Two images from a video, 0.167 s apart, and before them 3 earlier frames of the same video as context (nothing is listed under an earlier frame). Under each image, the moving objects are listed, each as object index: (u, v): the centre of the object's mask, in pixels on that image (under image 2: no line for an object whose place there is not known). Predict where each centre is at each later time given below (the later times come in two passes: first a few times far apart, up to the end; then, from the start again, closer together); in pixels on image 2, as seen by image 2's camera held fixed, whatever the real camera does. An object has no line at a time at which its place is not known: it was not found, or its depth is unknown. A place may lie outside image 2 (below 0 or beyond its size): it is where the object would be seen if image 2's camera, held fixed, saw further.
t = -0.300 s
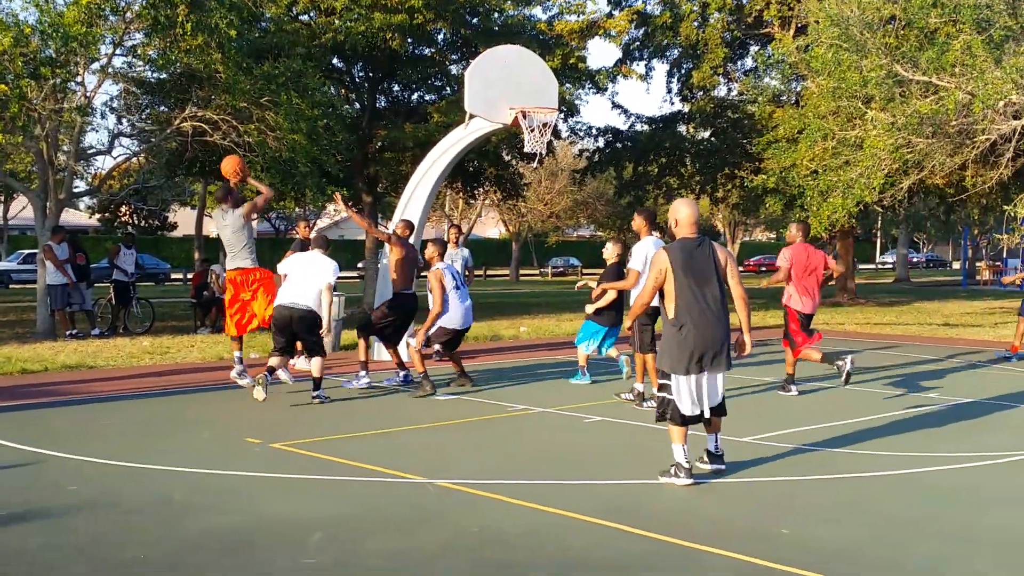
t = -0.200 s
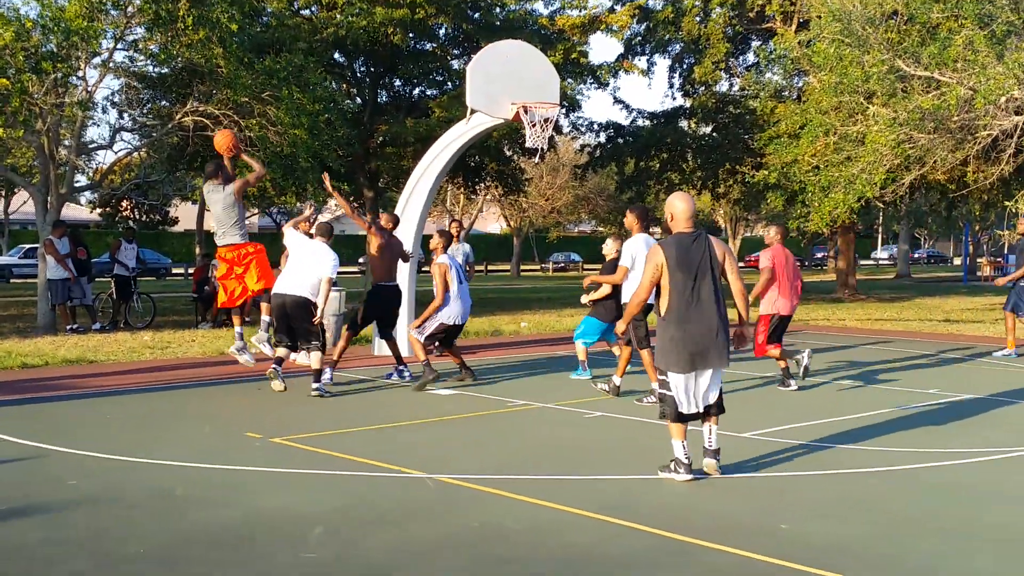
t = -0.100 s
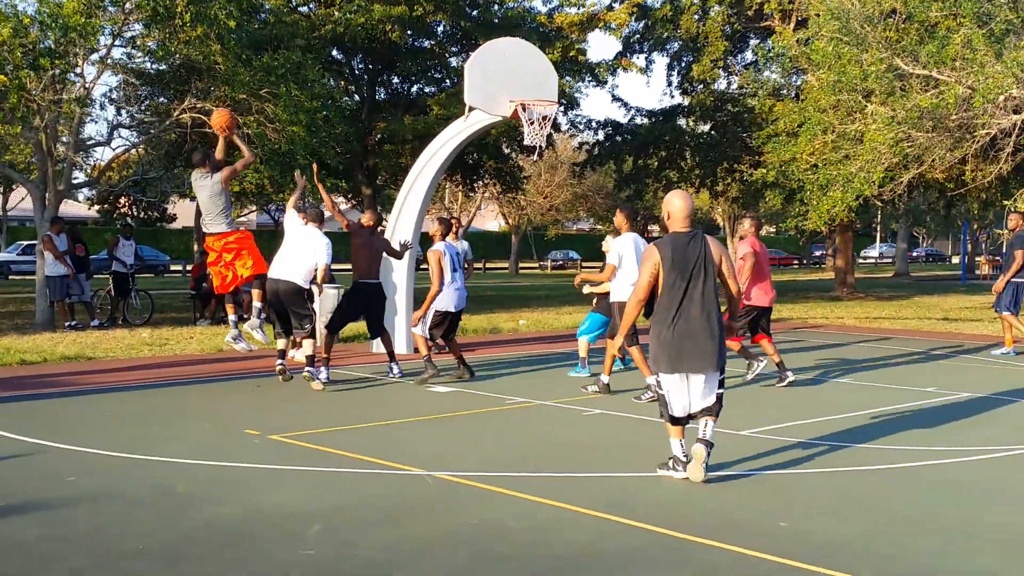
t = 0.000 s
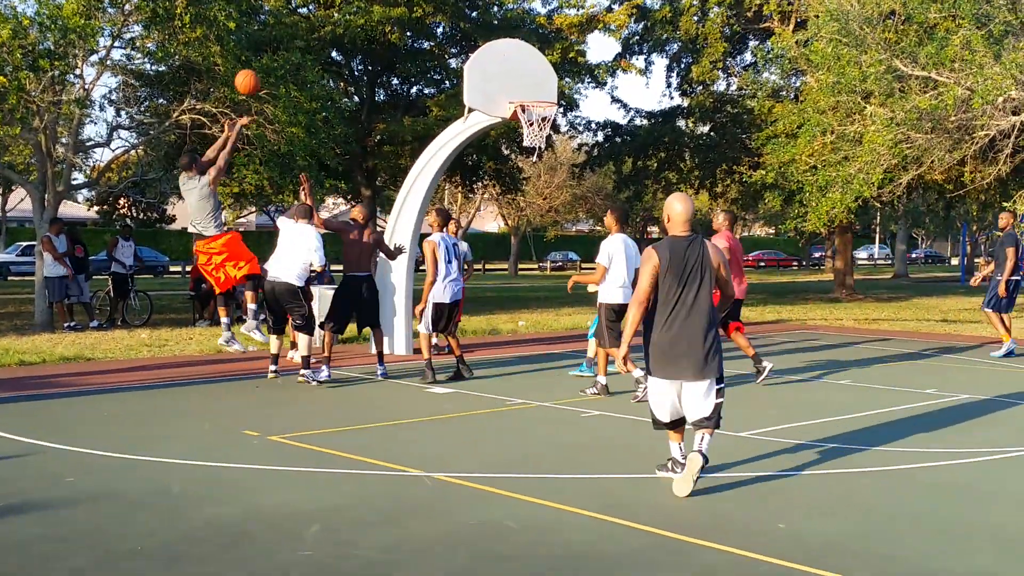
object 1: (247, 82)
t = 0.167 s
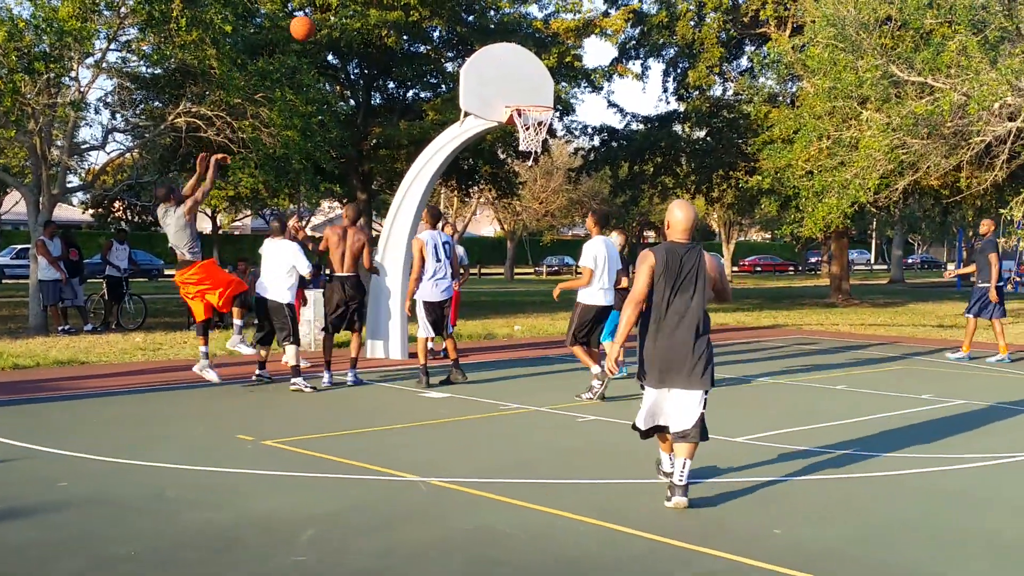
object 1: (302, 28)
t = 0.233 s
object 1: (324, 13)
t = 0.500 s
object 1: (410, 0)
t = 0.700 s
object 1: (468, 32)
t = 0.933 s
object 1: (493, 11)
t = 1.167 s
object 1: (511, 14)
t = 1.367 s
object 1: (528, 61)
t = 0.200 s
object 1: (313, 20)
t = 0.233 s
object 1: (324, 13)
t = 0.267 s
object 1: (336, 9)
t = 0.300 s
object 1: (347, 6)
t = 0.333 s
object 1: (357, 4)
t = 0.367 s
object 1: (368, 2)
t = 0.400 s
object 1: (379, 1)
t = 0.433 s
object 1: (389, 0)
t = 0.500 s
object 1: (410, 0)
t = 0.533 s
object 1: (419, 2)
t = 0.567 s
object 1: (429, 6)
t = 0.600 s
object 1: (440, 12)
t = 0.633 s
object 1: (449, 17)
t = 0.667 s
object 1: (458, 24)
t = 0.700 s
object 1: (468, 32)
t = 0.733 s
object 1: (477, 40)
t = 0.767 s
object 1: (480, 38)
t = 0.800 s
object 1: (483, 31)
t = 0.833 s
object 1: (485, 24)
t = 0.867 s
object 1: (488, 19)
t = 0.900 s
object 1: (490, 14)
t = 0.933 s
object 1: (493, 11)
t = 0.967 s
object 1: (495, 8)
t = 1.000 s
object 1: (498, 7)
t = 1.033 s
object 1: (500, 6)
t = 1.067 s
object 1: (503, 6)
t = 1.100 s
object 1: (505, 7)
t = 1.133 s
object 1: (508, 10)
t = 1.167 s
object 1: (511, 14)
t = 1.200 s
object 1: (513, 18)
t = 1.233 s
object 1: (516, 24)
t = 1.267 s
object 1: (519, 31)
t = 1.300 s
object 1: (521, 40)
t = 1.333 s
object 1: (524, 50)
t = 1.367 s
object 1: (528, 61)
